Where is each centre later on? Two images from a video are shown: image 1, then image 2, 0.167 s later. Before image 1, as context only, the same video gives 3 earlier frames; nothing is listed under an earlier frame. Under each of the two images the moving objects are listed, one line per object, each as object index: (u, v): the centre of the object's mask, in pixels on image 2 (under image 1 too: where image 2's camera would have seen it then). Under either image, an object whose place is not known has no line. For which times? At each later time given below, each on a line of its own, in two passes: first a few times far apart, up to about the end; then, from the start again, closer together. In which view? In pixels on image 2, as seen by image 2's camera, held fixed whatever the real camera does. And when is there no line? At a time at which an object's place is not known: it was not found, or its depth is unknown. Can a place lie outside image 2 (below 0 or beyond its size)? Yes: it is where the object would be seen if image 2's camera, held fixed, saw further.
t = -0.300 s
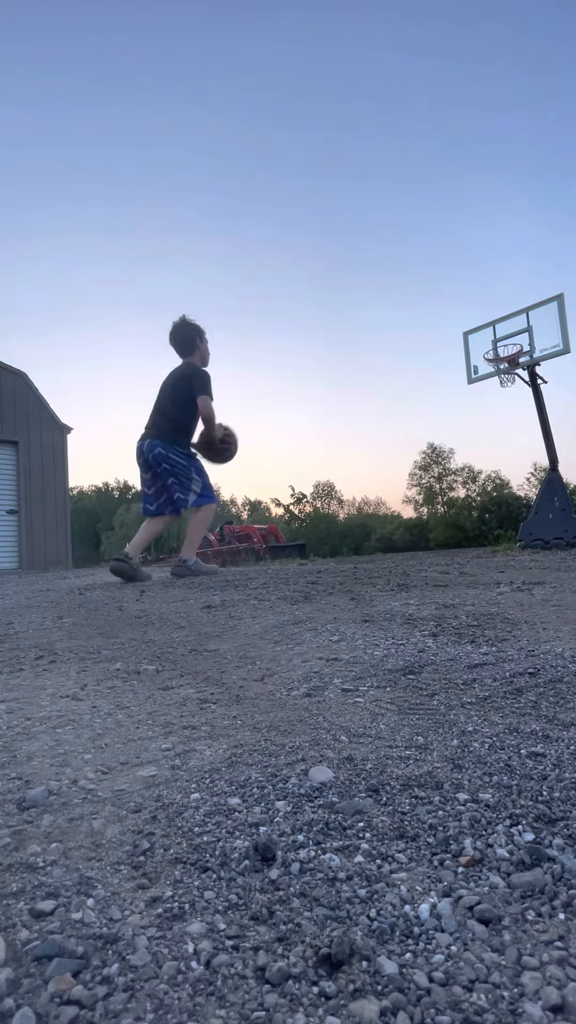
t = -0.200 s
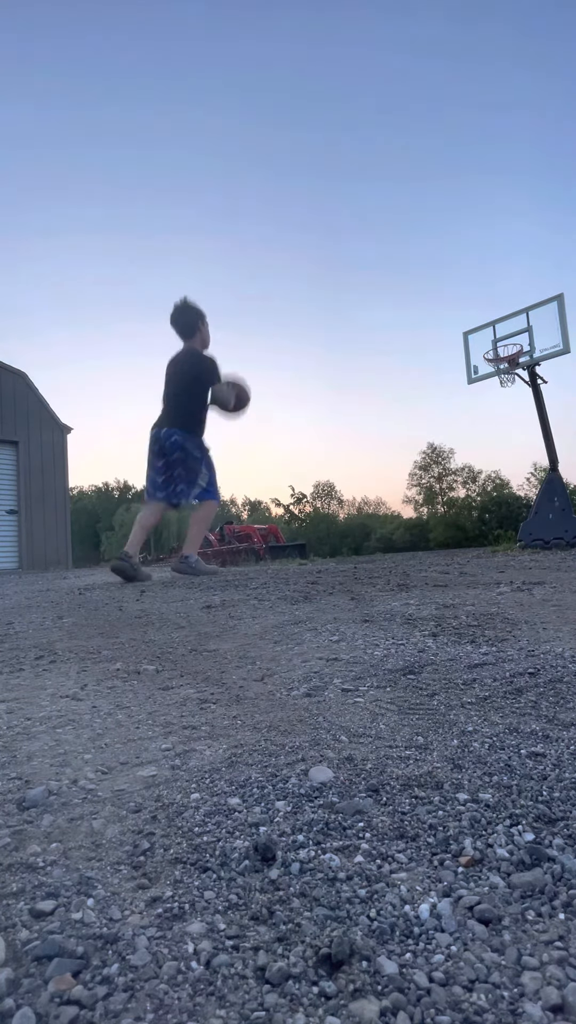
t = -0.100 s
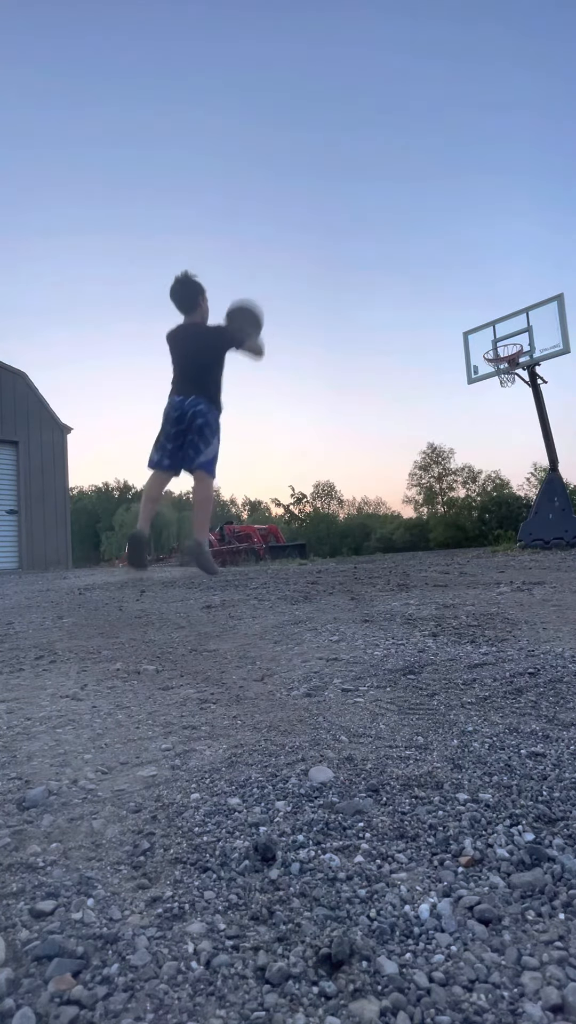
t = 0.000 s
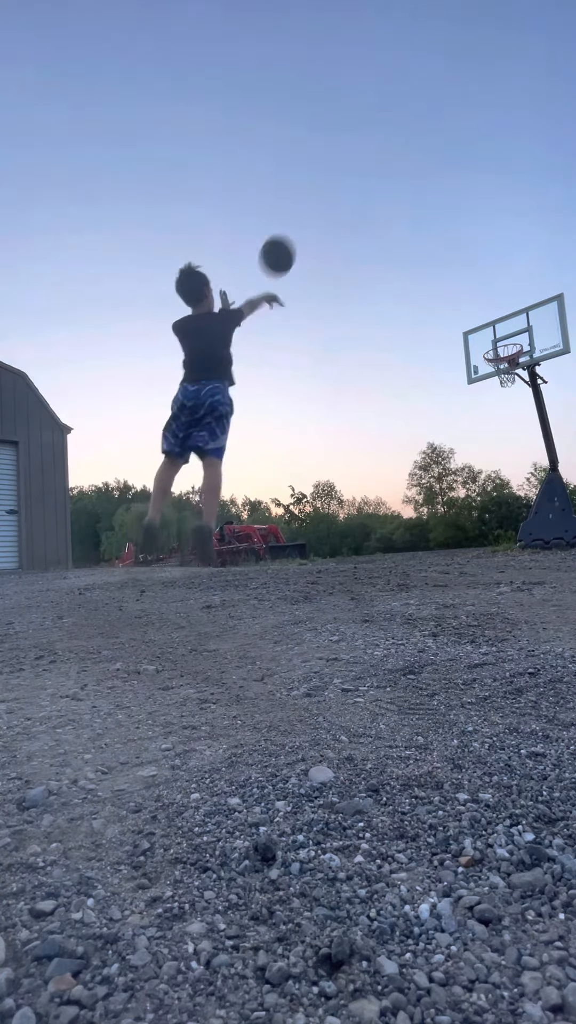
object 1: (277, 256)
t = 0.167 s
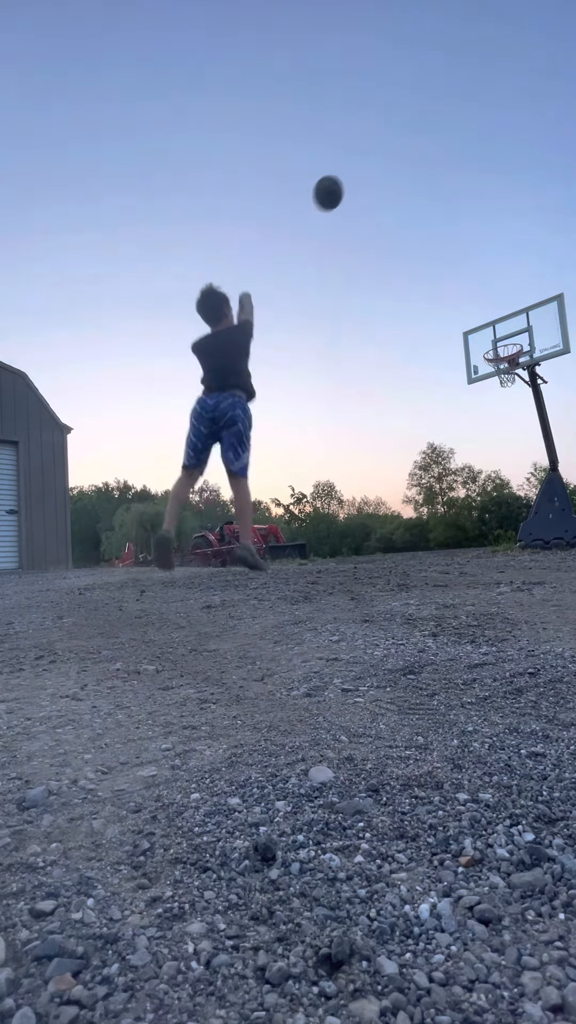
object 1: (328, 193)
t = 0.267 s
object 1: (354, 176)
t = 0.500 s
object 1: (403, 178)
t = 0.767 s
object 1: (450, 228)
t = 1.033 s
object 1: (493, 314)
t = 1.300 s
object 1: (501, 391)
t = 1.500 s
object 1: (493, 451)
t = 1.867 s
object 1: (473, 504)
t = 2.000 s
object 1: (464, 473)
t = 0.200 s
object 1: (337, 186)
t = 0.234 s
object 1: (345, 180)
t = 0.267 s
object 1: (354, 176)
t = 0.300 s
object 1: (361, 173)
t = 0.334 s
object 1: (369, 172)
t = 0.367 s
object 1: (376, 171)
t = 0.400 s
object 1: (383, 172)
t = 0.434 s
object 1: (390, 173)
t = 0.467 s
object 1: (397, 175)
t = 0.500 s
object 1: (403, 178)
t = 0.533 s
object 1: (409, 182)
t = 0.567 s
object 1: (415, 187)
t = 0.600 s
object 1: (421, 192)
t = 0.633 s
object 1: (427, 198)
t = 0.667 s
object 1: (433, 205)
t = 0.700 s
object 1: (439, 212)
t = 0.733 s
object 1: (445, 220)
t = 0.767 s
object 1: (450, 228)
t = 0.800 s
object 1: (456, 237)
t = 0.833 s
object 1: (461, 247)
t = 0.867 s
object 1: (467, 257)
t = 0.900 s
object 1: (472, 267)
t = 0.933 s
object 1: (477, 278)
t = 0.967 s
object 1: (483, 290)
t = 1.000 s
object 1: (488, 302)
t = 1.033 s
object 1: (493, 314)
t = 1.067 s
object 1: (498, 327)
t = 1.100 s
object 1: (504, 340)
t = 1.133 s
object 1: (509, 355)
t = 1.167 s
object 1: (509, 364)
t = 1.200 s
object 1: (508, 369)
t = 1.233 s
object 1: (505, 377)
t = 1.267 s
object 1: (502, 384)
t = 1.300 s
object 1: (501, 391)
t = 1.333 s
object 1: (499, 399)
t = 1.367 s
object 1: (498, 408)
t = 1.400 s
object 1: (496, 417)
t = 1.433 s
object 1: (495, 428)
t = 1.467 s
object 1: (494, 439)
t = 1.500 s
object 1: (493, 451)
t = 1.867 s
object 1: (473, 504)
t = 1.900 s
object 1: (472, 495)
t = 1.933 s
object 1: (469, 487)
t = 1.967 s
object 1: (466, 479)
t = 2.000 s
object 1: (464, 473)
